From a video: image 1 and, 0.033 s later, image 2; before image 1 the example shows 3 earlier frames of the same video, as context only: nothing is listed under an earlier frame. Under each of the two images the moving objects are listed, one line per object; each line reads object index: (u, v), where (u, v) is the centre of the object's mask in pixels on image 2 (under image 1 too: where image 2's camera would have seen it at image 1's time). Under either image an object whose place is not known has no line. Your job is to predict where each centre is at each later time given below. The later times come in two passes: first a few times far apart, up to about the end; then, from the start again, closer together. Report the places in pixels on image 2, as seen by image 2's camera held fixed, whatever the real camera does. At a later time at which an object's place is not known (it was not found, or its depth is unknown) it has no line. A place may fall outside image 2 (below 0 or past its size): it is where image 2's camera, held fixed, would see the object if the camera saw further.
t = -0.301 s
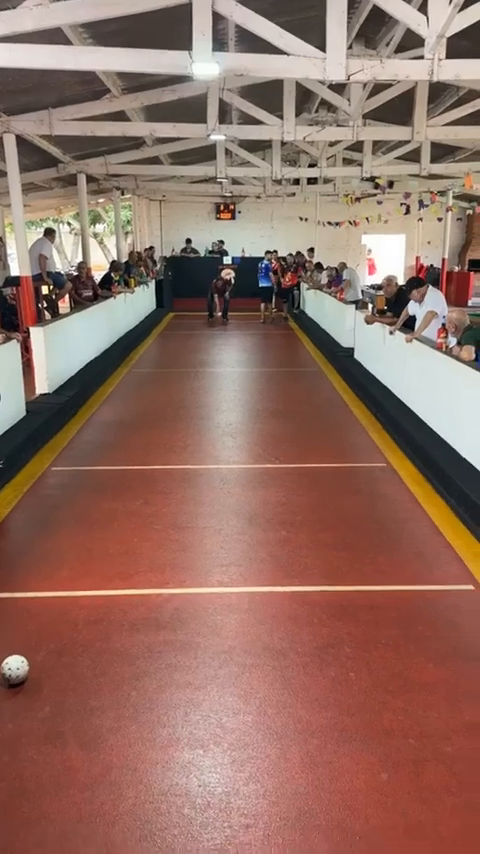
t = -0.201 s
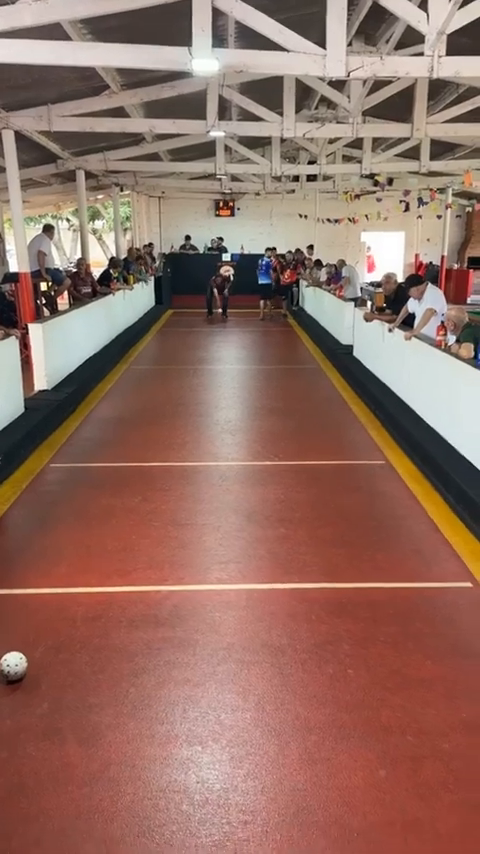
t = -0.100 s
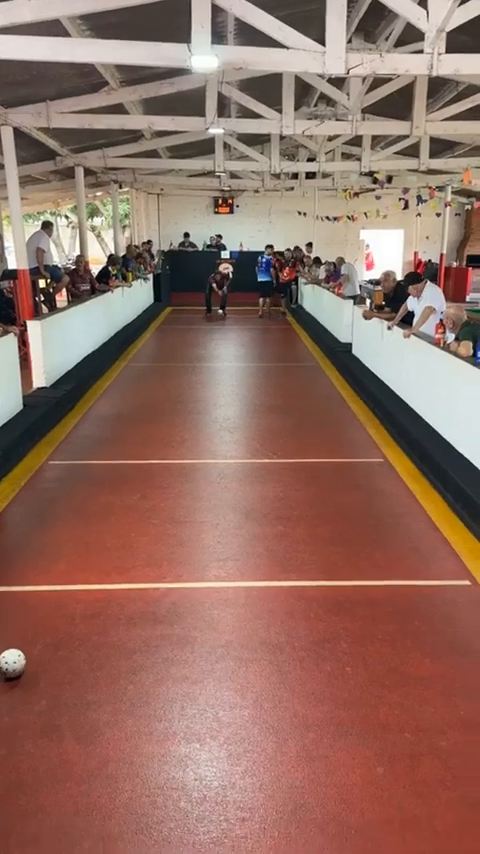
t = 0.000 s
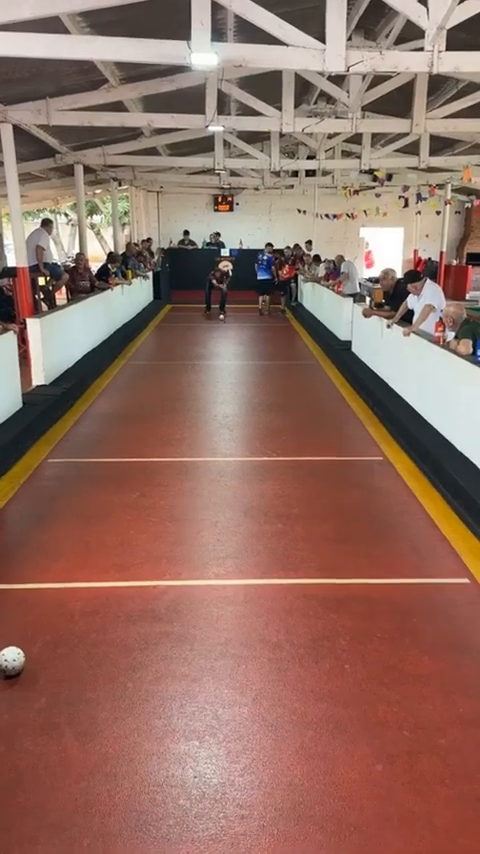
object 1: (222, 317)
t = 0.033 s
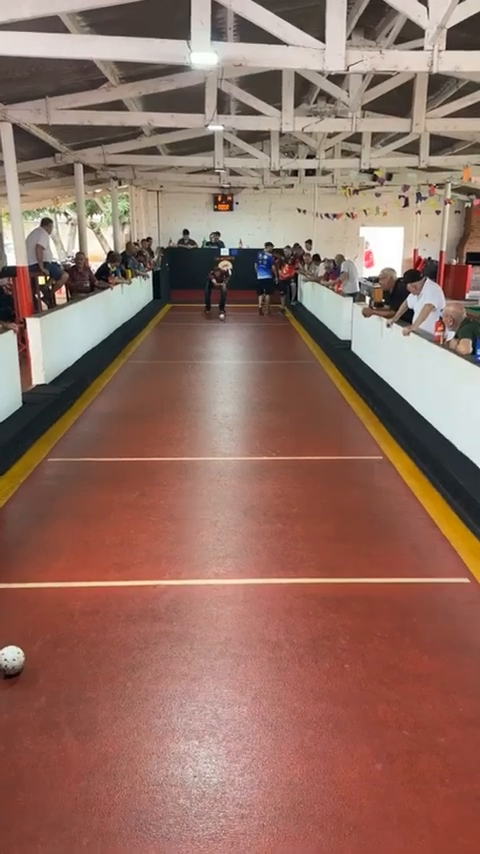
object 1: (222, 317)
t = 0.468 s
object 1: (229, 325)
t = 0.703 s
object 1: (233, 329)
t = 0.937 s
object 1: (237, 333)
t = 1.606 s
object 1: (252, 348)
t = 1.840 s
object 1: (260, 354)
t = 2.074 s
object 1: (267, 360)
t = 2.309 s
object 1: (274, 367)
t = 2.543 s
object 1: (283, 376)
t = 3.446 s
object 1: (322, 415)
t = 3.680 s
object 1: (335, 429)
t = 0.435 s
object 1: (229, 324)
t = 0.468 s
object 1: (229, 325)
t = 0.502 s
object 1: (229, 325)
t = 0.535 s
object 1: (230, 326)
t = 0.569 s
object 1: (231, 326)
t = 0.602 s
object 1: (231, 327)
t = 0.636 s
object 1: (232, 327)
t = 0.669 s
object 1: (232, 328)
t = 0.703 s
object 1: (233, 329)
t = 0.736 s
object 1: (234, 330)
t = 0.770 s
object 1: (234, 330)
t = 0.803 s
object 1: (235, 331)
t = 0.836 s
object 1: (236, 331)
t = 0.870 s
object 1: (236, 332)
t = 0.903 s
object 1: (237, 333)
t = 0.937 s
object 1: (237, 333)
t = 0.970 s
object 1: (238, 334)
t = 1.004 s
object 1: (239, 335)
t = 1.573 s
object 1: (252, 347)
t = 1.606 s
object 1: (252, 348)
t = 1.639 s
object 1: (253, 348)
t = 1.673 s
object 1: (254, 349)
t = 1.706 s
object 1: (255, 350)
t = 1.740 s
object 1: (256, 351)
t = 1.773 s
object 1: (257, 352)
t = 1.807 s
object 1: (259, 353)
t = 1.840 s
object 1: (260, 354)
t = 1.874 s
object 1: (261, 355)
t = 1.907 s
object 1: (261, 355)
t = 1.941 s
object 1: (263, 356)
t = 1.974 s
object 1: (264, 357)
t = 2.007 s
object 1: (265, 358)
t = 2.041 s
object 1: (266, 359)
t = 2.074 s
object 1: (267, 360)
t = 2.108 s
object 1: (268, 361)
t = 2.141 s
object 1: (269, 362)
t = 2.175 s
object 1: (270, 363)
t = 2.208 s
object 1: (271, 364)
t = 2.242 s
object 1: (272, 365)
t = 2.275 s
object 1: (273, 366)
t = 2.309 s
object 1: (274, 367)
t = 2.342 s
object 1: (275, 368)
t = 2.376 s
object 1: (276, 369)
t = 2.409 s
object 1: (277, 371)
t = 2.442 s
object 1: (279, 371)
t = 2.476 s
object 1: (280, 373)
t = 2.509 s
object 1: (281, 374)
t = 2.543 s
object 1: (283, 376)
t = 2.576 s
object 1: (284, 377)
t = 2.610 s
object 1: (285, 378)
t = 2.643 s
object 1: (286, 379)
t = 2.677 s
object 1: (288, 380)
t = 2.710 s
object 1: (290, 382)
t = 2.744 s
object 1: (291, 383)
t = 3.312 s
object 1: (316, 409)
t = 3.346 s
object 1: (317, 410)
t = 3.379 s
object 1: (319, 412)
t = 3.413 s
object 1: (321, 413)
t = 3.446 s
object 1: (322, 415)
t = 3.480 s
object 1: (324, 417)
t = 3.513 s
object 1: (326, 419)
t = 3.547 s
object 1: (328, 421)
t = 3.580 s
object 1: (329, 423)
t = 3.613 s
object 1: (331, 425)
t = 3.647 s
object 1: (333, 427)
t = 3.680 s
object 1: (335, 429)
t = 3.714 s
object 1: (337, 431)
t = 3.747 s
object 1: (339, 433)
